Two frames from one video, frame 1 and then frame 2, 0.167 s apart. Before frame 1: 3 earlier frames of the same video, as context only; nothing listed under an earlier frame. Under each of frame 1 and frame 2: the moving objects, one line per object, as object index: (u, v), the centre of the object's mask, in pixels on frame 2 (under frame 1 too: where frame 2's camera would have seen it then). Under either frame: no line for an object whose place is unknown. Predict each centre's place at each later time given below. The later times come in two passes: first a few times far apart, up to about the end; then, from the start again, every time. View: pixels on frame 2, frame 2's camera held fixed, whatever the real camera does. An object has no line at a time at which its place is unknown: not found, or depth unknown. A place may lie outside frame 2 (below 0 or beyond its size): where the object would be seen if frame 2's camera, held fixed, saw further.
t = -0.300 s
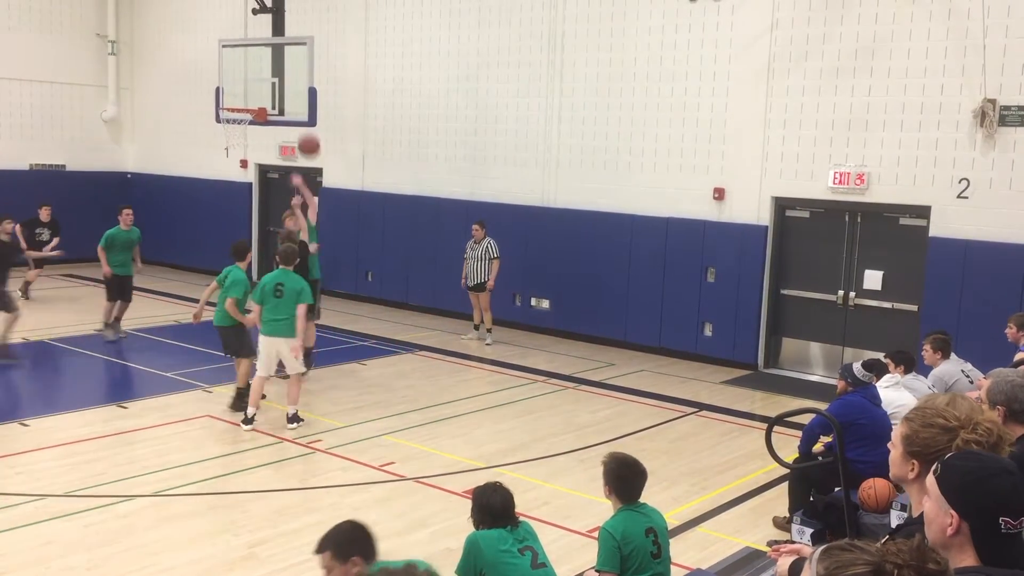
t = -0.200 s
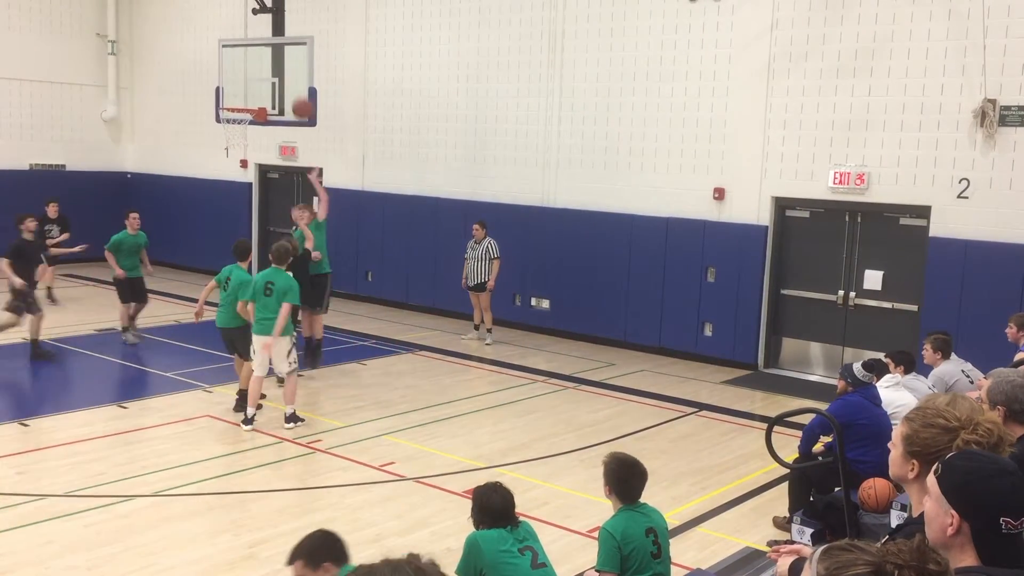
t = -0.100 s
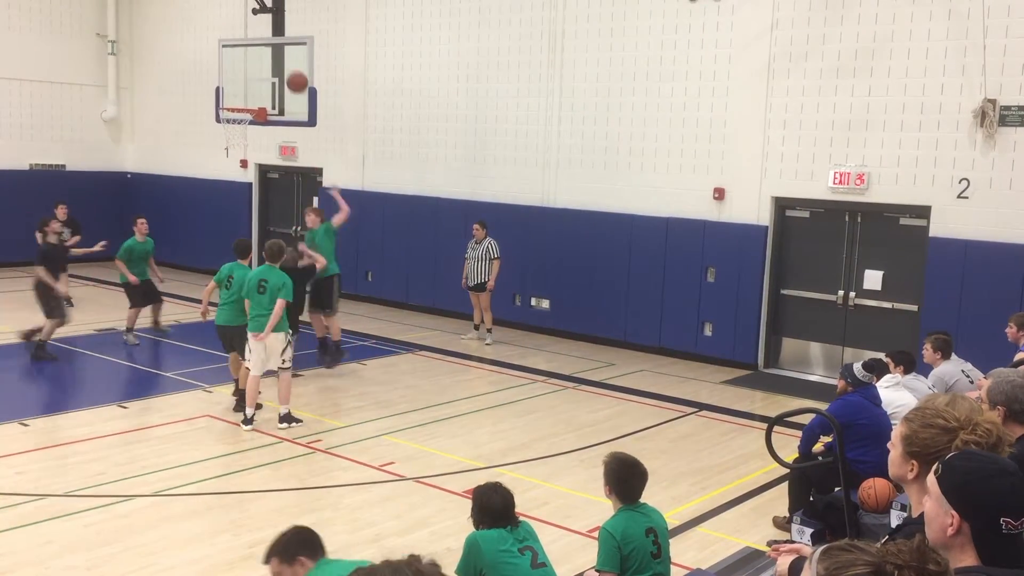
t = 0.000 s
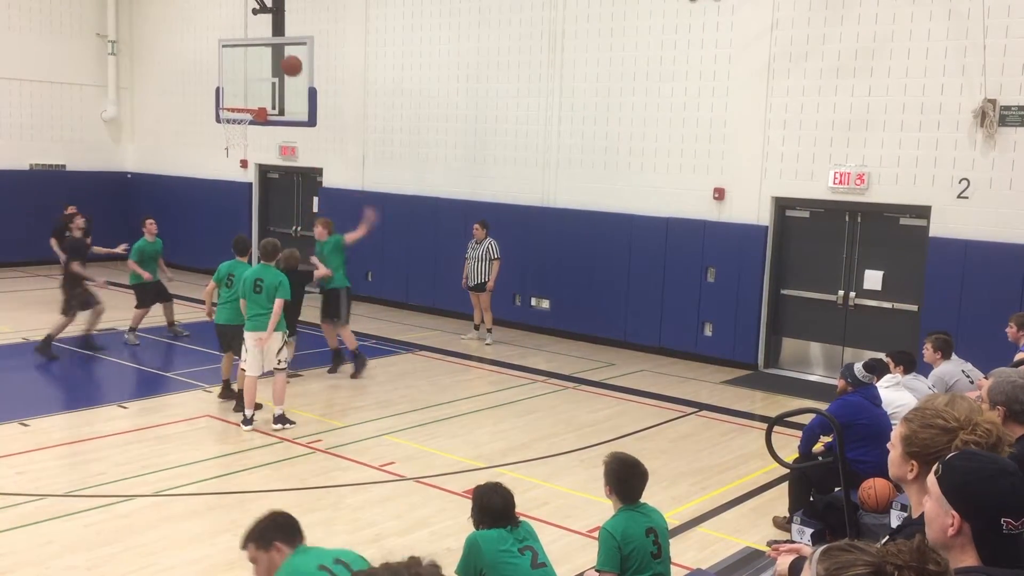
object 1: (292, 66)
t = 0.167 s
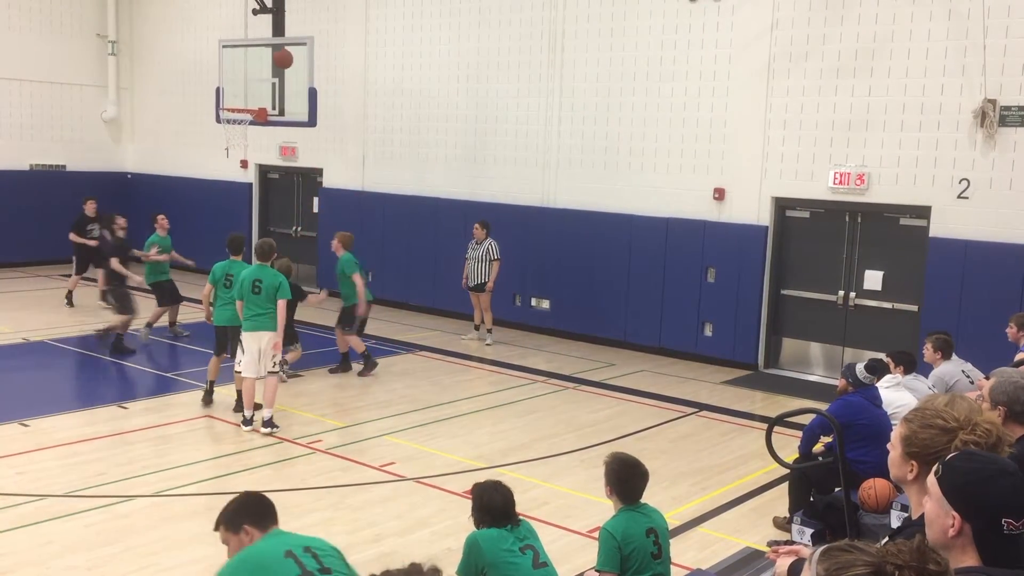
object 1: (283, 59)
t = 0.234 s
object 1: (279, 62)
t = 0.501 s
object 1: (256, 100)
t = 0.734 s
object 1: (219, 83)
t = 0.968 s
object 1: (182, 108)
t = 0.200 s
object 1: (281, 60)
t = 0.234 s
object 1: (279, 62)
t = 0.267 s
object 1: (278, 65)
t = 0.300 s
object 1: (276, 69)
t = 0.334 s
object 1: (274, 75)
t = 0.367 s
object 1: (272, 80)
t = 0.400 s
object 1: (271, 86)
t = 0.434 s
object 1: (268, 92)
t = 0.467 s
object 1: (262, 97)
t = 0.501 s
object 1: (256, 100)
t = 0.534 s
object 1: (250, 95)
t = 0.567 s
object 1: (245, 91)
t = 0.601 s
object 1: (240, 88)
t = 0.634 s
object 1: (235, 85)
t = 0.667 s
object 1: (230, 84)
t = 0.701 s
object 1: (225, 83)
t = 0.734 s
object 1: (219, 83)
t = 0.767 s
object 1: (214, 84)
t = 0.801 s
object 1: (208, 86)
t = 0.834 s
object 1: (204, 89)
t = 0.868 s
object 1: (198, 92)
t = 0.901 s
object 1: (193, 97)
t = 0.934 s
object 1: (187, 102)
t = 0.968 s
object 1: (182, 108)
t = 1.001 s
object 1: (176, 116)
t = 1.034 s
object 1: (171, 124)
